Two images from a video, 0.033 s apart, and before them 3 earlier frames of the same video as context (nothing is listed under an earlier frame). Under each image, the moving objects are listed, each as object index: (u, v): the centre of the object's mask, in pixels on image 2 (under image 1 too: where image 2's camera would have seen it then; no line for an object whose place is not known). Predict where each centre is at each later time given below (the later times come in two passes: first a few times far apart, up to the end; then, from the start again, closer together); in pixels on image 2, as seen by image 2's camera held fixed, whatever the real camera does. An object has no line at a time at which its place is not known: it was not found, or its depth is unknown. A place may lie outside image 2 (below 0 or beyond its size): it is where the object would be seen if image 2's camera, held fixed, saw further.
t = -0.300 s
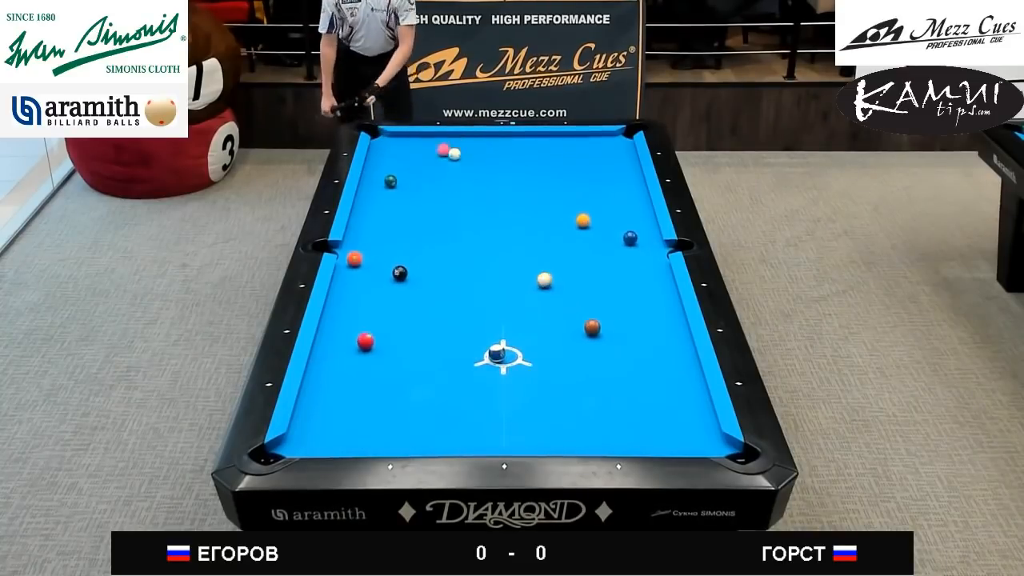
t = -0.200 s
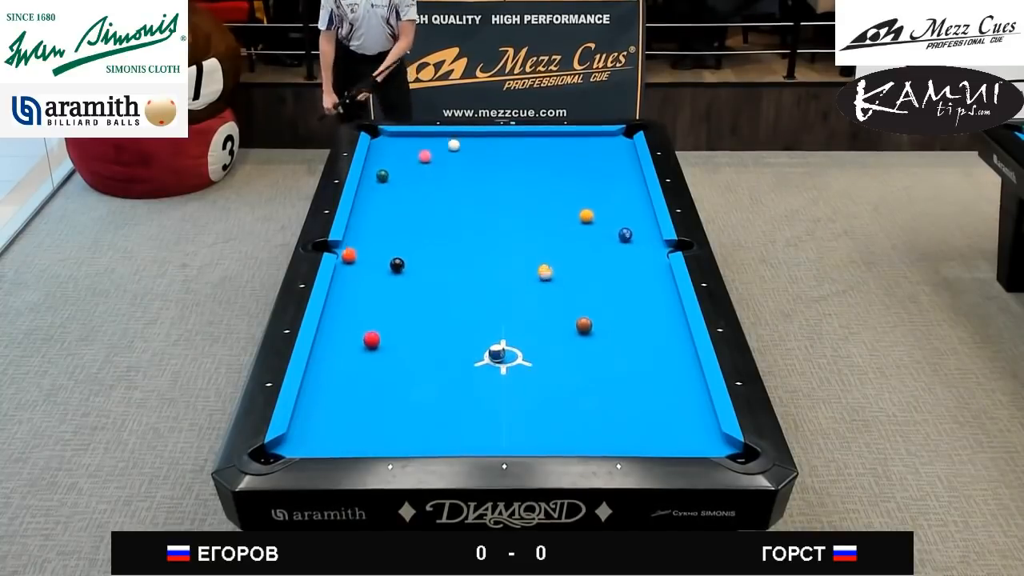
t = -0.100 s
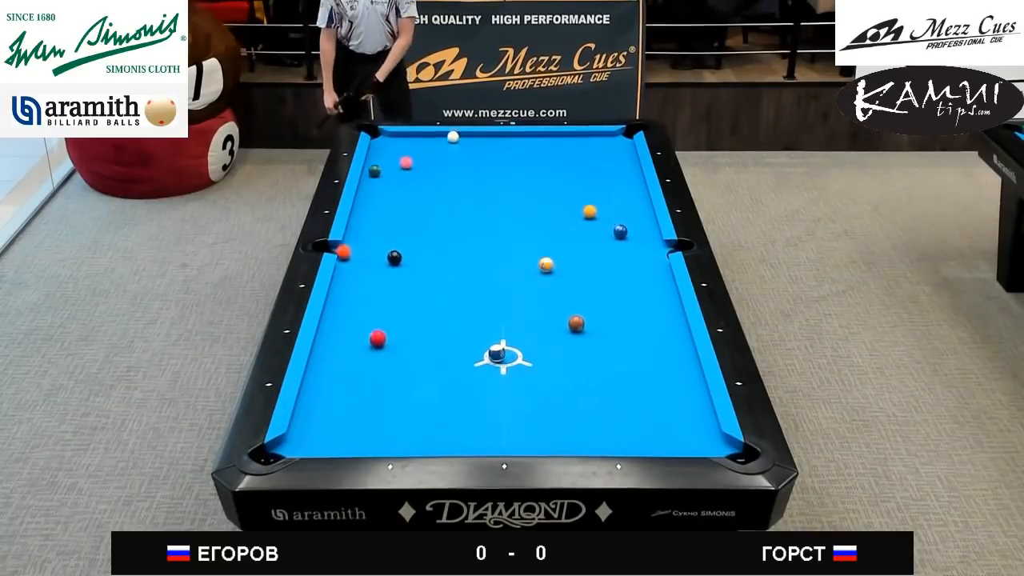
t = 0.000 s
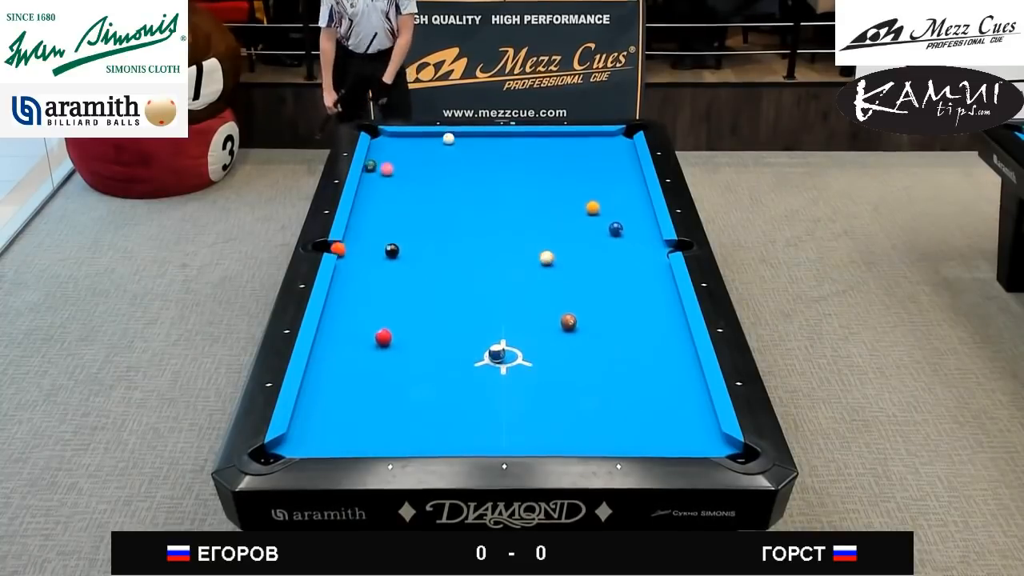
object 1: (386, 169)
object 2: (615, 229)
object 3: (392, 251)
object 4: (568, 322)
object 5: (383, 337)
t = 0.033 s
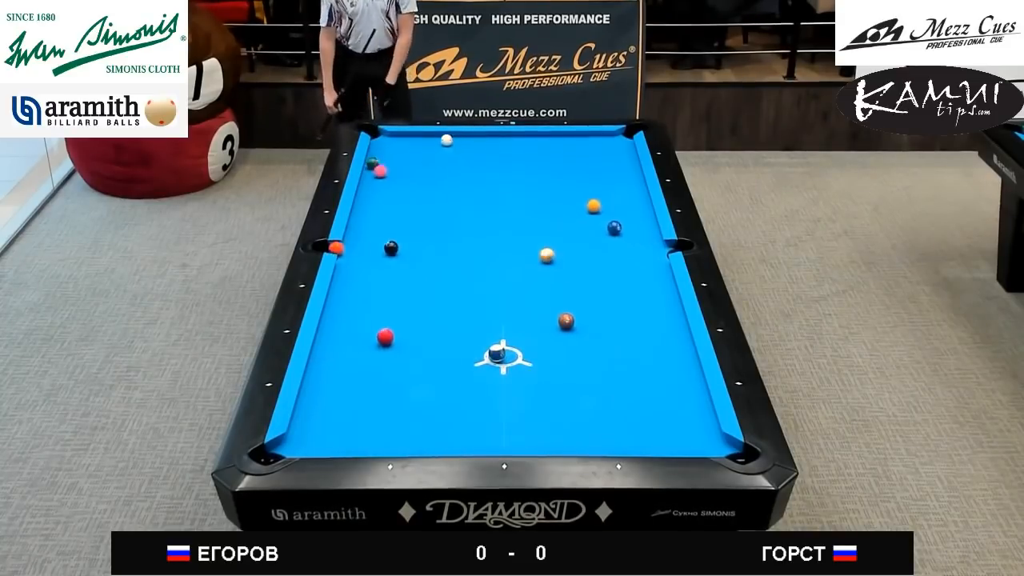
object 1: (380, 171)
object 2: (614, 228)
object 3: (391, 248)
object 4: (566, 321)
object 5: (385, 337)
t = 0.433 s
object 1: (396, 198)
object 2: (597, 217)
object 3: (381, 222)
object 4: (538, 315)
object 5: (405, 332)
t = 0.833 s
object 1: (433, 228)
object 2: (583, 208)
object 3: (373, 200)
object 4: (514, 309)
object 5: (422, 329)
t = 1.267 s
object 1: (475, 263)
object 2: (570, 200)
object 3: (365, 180)
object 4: (491, 305)
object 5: (436, 326)
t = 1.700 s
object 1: (521, 300)
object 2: (559, 194)
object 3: (376, 164)
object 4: (472, 301)
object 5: (445, 324)
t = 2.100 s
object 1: (567, 337)
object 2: (551, 189)
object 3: (385, 152)
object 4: (458, 298)
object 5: (451, 323)
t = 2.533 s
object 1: (621, 381)
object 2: (544, 184)
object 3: (393, 140)
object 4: (445, 296)
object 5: (453, 323)
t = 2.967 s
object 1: (680, 428)
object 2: (539, 180)
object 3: (397, 138)
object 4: (437, 295)
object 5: (452, 323)
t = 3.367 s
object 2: (536, 179)
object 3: (400, 142)
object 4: (432, 294)
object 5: (452, 323)
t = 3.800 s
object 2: (534, 178)
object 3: (403, 146)
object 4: (431, 294)
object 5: (453, 323)
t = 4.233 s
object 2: (534, 178)
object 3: (404, 149)
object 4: (431, 294)
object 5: (452, 323)
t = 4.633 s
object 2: (534, 178)
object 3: (406, 151)
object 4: (431, 294)
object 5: (452, 323)
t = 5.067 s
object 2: (534, 178)
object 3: (406, 152)
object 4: (431, 293)
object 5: (452, 323)
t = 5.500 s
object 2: (534, 178)
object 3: (406, 152)
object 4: (431, 294)
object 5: (452, 323)
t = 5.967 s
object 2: (534, 178)
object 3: (406, 152)
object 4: (431, 293)
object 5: (452, 323)
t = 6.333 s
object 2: (534, 178)
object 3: (406, 152)
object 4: (431, 293)
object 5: (452, 323)
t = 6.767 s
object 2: (534, 178)
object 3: (406, 152)
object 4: (431, 293)
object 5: (452, 323)
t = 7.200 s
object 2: (534, 178)
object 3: (406, 152)
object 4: (431, 294)
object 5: (452, 323)
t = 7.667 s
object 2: (534, 178)
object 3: (406, 151)
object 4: (431, 293)
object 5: (452, 323)
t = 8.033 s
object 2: (534, 178)
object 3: (406, 151)
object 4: (431, 294)
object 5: (452, 323)
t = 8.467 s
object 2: (534, 178)
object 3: (406, 151)
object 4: (431, 293)
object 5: (452, 323)
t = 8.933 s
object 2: (534, 178)
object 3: (406, 151)
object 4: (431, 293)
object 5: (452, 323)
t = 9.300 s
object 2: (534, 178)
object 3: (406, 151)
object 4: (431, 293)
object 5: (452, 323)
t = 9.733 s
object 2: (534, 178)
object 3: (406, 151)
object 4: (431, 293)
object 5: (452, 323)
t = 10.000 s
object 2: (534, 178)
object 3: (406, 152)
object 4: (431, 293)
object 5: (452, 323)
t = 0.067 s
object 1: (373, 173)
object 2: (612, 227)
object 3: (390, 246)
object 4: (563, 321)
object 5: (387, 336)
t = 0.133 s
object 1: (368, 178)
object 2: (609, 225)
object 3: (388, 241)
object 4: (558, 319)
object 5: (390, 336)
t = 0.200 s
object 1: (375, 182)
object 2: (607, 223)
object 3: (387, 237)
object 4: (554, 319)
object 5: (394, 335)
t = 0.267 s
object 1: (381, 187)
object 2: (604, 221)
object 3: (385, 233)
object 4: (549, 318)
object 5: (397, 334)
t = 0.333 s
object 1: (387, 191)
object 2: (601, 220)
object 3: (384, 229)
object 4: (545, 316)
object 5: (401, 333)
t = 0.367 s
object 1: (390, 193)
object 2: (600, 219)
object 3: (383, 226)
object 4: (542, 316)
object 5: (402, 333)
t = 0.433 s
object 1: (396, 198)
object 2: (597, 217)
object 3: (381, 222)
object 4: (538, 315)
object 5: (405, 332)
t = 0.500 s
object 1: (402, 203)
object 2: (595, 216)
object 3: (380, 218)
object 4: (534, 314)
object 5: (408, 332)
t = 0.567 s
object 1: (408, 208)
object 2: (592, 214)
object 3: (378, 215)
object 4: (530, 313)
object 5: (411, 331)
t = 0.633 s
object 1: (414, 213)
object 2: (590, 213)
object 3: (377, 211)
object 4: (525, 312)
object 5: (414, 331)
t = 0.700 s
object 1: (420, 218)
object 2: (588, 211)
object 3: (375, 207)
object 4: (522, 311)
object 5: (416, 330)
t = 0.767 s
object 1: (426, 223)
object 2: (585, 210)
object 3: (374, 203)
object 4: (518, 310)
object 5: (419, 329)
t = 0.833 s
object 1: (433, 228)
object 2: (583, 208)
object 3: (373, 200)
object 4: (514, 309)
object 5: (422, 329)
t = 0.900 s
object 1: (439, 233)
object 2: (581, 207)
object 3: (371, 197)
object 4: (510, 309)
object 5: (424, 329)
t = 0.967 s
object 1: (446, 238)
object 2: (579, 206)
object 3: (370, 194)
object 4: (507, 308)
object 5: (426, 328)
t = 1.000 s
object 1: (449, 241)
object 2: (578, 205)
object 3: (370, 192)
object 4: (505, 307)
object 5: (428, 328)
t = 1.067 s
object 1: (455, 246)
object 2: (575, 204)
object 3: (368, 189)
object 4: (501, 307)
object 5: (430, 328)
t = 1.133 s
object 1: (462, 252)
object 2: (573, 202)
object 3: (367, 186)
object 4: (498, 306)
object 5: (432, 327)
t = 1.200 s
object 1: (469, 257)
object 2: (571, 201)
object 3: (366, 182)
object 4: (495, 305)
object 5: (434, 327)
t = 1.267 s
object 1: (475, 263)
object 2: (570, 200)
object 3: (365, 180)
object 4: (491, 305)
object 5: (436, 326)
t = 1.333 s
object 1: (483, 268)
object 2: (568, 199)
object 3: (367, 177)
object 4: (488, 304)
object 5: (437, 326)
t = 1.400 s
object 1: (490, 273)
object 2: (566, 198)
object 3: (368, 174)
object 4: (485, 303)
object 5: (439, 326)
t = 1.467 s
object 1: (497, 279)
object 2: (564, 197)
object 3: (370, 172)
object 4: (482, 303)
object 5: (440, 325)
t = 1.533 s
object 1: (504, 285)
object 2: (563, 196)
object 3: (372, 170)
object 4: (479, 302)
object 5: (442, 325)
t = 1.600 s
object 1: (510, 291)
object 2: (561, 195)
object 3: (374, 167)
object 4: (476, 302)
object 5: (443, 325)
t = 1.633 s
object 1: (514, 294)
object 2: (560, 194)
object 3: (375, 166)
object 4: (475, 301)
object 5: (444, 324)
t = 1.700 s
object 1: (521, 300)
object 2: (559, 194)
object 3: (376, 164)
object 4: (472, 301)
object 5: (445, 324)
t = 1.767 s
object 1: (529, 306)
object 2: (557, 193)
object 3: (377, 162)
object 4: (470, 301)
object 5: (446, 324)
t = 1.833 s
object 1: (536, 312)
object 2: (556, 192)
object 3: (379, 160)
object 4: (467, 300)
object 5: (448, 324)
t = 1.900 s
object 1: (544, 318)
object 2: (554, 191)
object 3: (380, 158)
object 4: (465, 300)
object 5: (448, 323)
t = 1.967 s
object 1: (551, 324)
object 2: (553, 190)
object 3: (382, 155)
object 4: (462, 299)
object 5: (449, 323)
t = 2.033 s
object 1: (559, 331)
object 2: (552, 189)
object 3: (383, 154)
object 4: (460, 299)
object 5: (450, 323)
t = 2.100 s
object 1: (567, 337)
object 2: (551, 189)
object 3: (385, 152)
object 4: (458, 298)
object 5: (451, 323)
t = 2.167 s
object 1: (575, 343)
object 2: (550, 188)
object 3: (386, 150)
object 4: (456, 298)
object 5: (451, 323)
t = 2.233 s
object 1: (583, 350)
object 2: (548, 187)
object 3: (387, 148)
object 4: (454, 297)
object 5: (452, 323)
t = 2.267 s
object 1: (588, 353)
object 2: (548, 187)
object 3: (388, 147)
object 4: (453, 297)
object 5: (452, 323)
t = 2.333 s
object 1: (596, 360)
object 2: (547, 186)
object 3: (389, 145)
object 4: (451, 297)
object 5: (452, 323)
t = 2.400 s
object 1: (604, 366)
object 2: (546, 185)
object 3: (391, 144)
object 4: (449, 296)
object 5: (453, 323)
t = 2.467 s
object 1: (613, 373)
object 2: (545, 185)
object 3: (392, 141)
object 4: (447, 296)
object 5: (453, 323)
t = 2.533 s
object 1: (621, 381)
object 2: (544, 184)
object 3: (393, 140)
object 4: (445, 296)
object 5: (453, 323)
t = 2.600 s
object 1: (630, 388)
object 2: (543, 183)
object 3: (395, 139)
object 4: (444, 296)
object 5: (453, 322)
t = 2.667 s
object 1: (639, 395)
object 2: (542, 183)
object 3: (395, 137)
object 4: (443, 296)
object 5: (453, 322)
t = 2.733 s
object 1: (648, 402)
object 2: (542, 183)
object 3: (396, 136)
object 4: (441, 295)
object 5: (452, 323)
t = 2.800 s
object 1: (657, 409)
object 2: (542, 182)
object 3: (397, 136)
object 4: (440, 295)
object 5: (452, 323)
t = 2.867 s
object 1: (666, 417)
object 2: (541, 180)
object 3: (397, 136)
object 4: (439, 295)
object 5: (452, 323)
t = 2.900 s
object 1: (671, 420)
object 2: (540, 179)
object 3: (397, 137)
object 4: (438, 295)
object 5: (452, 323)
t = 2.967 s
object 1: (680, 428)
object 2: (539, 180)
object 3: (397, 138)
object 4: (437, 295)
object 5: (452, 323)
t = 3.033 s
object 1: (690, 435)
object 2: (538, 180)
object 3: (398, 139)
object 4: (436, 295)
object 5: (452, 323)
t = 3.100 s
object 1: (699, 440)
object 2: (538, 180)
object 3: (399, 139)
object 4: (435, 294)
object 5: (452, 323)
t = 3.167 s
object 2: (537, 180)
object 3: (399, 140)
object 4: (434, 294)
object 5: (452, 323)
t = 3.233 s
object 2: (537, 179)
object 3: (399, 141)
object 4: (433, 294)
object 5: (452, 323)
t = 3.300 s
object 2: (536, 179)
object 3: (400, 142)
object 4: (433, 294)
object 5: (452, 323)
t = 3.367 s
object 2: (536, 179)
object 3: (400, 142)
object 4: (432, 294)
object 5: (452, 323)
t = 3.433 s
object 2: (536, 179)
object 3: (401, 142)
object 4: (432, 294)
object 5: (452, 323)
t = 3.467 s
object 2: (536, 179)
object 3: (401, 143)
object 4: (432, 294)
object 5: (452, 323)
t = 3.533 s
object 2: (535, 178)
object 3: (401, 144)
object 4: (431, 294)
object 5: (452, 323)
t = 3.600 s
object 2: (535, 178)
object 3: (402, 144)
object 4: (431, 294)
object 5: (452, 323)
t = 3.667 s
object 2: (535, 178)
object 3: (402, 145)
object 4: (431, 294)
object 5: (452, 323)
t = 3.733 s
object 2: (535, 178)
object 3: (402, 146)
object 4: (431, 294)
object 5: (452, 323)
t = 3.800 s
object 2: (534, 178)
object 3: (403, 146)
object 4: (431, 294)
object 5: (453, 323)
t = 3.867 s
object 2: (534, 178)
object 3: (403, 147)
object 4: (431, 294)
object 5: (452, 323)
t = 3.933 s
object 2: (534, 178)
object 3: (403, 147)
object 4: (431, 294)
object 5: (452, 323)
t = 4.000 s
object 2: (534, 178)
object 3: (403, 148)
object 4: (431, 294)
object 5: (452, 323)
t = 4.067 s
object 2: (534, 178)
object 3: (404, 148)
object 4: (431, 294)
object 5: (452, 323)
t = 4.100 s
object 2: (534, 178)
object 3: (404, 148)
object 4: (431, 294)
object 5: (452, 323)
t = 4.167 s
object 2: (534, 178)
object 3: (404, 149)
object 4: (431, 294)
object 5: (452, 323)
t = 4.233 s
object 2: (534, 178)
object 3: (404, 149)
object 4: (431, 294)
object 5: (452, 323)
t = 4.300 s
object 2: (534, 178)
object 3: (405, 149)
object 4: (431, 294)
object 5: (452, 323)
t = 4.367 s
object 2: (534, 178)
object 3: (405, 150)
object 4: (431, 294)
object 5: (452, 323)
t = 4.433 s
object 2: (534, 178)
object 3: (405, 150)
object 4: (431, 294)
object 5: (452, 323)
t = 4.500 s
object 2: (534, 178)
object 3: (405, 150)
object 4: (431, 294)
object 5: (452, 323)
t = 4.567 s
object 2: (534, 178)
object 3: (405, 151)
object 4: (431, 294)
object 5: (452, 323)
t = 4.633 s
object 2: (534, 178)
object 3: (406, 151)
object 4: (431, 294)
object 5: (452, 323)
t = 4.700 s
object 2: (534, 178)
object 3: (406, 151)
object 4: (431, 294)
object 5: (452, 323)
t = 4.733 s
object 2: (534, 178)
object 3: (406, 151)
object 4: (431, 294)
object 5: (452, 323)
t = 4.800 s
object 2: (534, 178)
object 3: (406, 151)
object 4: (431, 294)
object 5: (452, 323)
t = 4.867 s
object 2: (534, 178)
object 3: (406, 152)
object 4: (431, 294)
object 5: (452, 323)
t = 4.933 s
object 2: (534, 178)
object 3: (406, 152)
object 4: (431, 294)
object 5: (452, 323)
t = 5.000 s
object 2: (534, 178)
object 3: (406, 152)
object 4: (431, 293)
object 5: (452, 323)
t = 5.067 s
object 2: (534, 178)
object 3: (406, 152)
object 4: (431, 293)
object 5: (452, 323)
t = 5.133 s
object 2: (534, 178)
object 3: (406, 152)
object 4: (431, 294)
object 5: (452, 323)
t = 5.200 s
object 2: (534, 178)
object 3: (406, 152)
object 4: (431, 294)
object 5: (452, 323)
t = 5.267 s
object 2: (534, 178)
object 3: (406, 152)
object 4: (431, 293)
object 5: (452, 323)
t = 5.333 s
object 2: (534, 178)
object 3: (406, 152)
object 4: (431, 293)
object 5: (452, 323)
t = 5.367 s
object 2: (534, 178)
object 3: (406, 152)
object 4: (431, 293)
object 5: (452, 323)
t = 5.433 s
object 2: (534, 178)
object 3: (406, 152)
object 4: (431, 294)
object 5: (452, 323)
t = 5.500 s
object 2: (534, 178)
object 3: (406, 152)
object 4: (431, 294)
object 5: (452, 323)
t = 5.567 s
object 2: (534, 178)
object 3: (406, 152)
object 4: (431, 293)
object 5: (452, 323)
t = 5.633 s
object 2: (534, 178)
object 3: (406, 152)
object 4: (431, 293)
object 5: (452, 323)
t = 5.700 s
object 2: (534, 178)
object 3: (406, 152)
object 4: (431, 294)
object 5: (452, 323)
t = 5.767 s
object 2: (534, 178)
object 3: (406, 152)
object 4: (431, 294)
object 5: (452, 323)
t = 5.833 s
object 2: (534, 178)
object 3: (406, 152)
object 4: (431, 294)
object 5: (452, 323)
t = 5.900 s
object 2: (534, 178)
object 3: (406, 152)
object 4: (431, 294)
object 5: (452, 323)
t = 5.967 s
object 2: (534, 178)
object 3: (406, 152)
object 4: (431, 293)
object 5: (452, 323)
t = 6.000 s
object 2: (534, 178)
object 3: (406, 152)
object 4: (431, 293)
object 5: (452, 323)
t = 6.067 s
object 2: (534, 178)
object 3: (406, 152)
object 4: (431, 294)
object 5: (452, 323)
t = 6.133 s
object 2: (534, 178)
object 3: (406, 152)
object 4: (431, 294)
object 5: (452, 323)
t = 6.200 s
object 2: (534, 178)
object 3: (406, 152)
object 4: (431, 293)
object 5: (452, 323)
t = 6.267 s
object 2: (534, 178)
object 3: (406, 152)
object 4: (431, 293)
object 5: (452, 323)
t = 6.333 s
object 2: (534, 178)
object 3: (406, 152)
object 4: (431, 293)
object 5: (452, 323)
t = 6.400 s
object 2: (534, 178)
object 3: (406, 152)
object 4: (431, 293)
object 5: (452, 323)
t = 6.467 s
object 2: (534, 178)
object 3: (406, 152)
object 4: (431, 293)
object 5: (452, 323)
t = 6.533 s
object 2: (534, 178)
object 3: (406, 152)
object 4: (431, 293)
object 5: (452, 323)
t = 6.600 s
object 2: (534, 178)
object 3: (406, 152)
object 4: (431, 293)
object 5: (452, 323)
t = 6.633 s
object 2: (534, 178)
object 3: (406, 152)
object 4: (431, 293)
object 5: (452, 323)
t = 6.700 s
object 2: (534, 178)
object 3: (406, 152)
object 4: (431, 293)
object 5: (452, 323)
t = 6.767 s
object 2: (534, 178)
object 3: (406, 152)
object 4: (431, 293)
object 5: (452, 323)
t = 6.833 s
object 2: (534, 178)
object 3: (406, 152)
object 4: (431, 293)
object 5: (452, 323)
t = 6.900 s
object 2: (534, 178)
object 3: (406, 152)
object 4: (431, 294)
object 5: (452, 323)
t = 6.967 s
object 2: (534, 178)
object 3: (406, 152)
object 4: (431, 293)
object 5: (452, 323)
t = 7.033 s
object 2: (534, 178)
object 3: (406, 152)
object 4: (431, 294)
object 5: (452, 323)
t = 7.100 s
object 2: (534, 178)
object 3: (406, 152)
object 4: (431, 293)
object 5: (452, 323)
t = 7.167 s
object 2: (534, 178)
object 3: (406, 152)
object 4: (431, 294)
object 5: (452, 323)
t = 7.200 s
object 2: (534, 178)
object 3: (406, 152)
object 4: (431, 294)
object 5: (452, 323)
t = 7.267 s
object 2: (534, 178)
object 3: (406, 152)
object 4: (431, 294)
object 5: (452, 323)
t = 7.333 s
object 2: (534, 178)
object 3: (406, 152)
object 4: (431, 293)
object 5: (452, 323)
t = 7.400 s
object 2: (534, 178)
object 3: (406, 151)
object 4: (431, 293)
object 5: (452, 323)
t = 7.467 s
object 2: (534, 178)
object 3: (406, 152)
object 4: (431, 293)
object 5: (452, 323)
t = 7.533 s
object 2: (534, 178)
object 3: (406, 151)
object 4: (431, 293)
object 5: (452, 323)
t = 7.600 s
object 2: (534, 178)
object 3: (406, 151)
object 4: (431, 294)
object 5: (452, 323)
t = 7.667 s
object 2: (534, 178)
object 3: (406, 151)
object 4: (431, 293)
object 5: (452, 323)
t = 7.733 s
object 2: (534, 178)
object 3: (406, 151)
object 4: (431, 294)
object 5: (452, 323)
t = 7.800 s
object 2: (534, 178)
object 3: (406, 152)
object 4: (431, 294)
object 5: (452, 323)
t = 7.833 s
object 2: (534, 178)
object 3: (406, 151)
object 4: (431, 294)
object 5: (452, 323)
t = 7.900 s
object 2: (534, 178)
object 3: (406, 151)
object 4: (431, 294)
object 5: (452, 323)
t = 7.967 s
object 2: (534, 178)
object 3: (406, 151)
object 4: (431, 294)
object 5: (452, 323)
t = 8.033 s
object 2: (534, 178)
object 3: (406, 151)
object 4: (431, 294)
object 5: (452, 323)
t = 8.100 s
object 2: (534, 178)
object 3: (406, 151)
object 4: (431, 293)
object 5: (452, 323)
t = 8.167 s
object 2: (534, 178)
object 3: (406, 151)
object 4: (431, 293)
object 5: (452, 323)
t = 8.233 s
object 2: (534, 178)
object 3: (406, 151)
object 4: (431, 293)
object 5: (452, 323)
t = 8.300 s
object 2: (534, 178)
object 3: (406, 151)
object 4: (431, 293)
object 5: (452, 323)
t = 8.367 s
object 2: (534, 178)
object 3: (406, 151)
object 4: (431, 293)
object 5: (452, 323)
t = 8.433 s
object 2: (534, 178)
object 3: (406, 151)
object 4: (431, 293)
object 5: (452, 323)
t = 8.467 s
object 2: (534, 178)
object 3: (406, 151)
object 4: (431, 293)
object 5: (452, 323)
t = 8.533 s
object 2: (534, 178)
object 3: (406, 152)
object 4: (431, 294)
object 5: (452, 323)
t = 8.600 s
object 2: (534, 178)
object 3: (406, 151)
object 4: (431, 293)
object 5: (452, 323)
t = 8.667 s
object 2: (534, 178)
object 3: (406, 151)
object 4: (431, 293)
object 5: (452, 323)
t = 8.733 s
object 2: (534, 178)
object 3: (406, 151)
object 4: (431, 293)
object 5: (452, 323)
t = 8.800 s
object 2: (534, 178)
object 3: (406, 151)
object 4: (431, 293)
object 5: (452, 323)
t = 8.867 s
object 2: (534, 178)
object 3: (406, 151)
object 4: (431, 293)
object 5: (452, 323)
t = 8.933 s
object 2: (534, 178)
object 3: (406, 151)
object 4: (431, 293)
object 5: (452, 323)
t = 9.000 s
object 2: (534, 178)
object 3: (406, 151)
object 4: (431, 294)
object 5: (452, 323)
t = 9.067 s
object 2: (534, 178)
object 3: (406, 151)
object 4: (431, 294)
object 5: (452, 323)
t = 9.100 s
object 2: (534, 178)
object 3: (406, 151)
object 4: (431, 294)
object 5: (452, 323)
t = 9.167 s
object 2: (534, 178)
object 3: (406, 151)
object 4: (431, 293)
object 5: (452, 323)
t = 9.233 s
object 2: (534, 178)
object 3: (406, 151)
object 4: (431, 293)
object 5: (452, 323)
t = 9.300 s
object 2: (534, 178)
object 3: (406, 151)
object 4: (431, 293)
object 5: (452, 323)
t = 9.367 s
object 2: (534, 178)
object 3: (406, 151)
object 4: (431, 293)
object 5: (452, 323)
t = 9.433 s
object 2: (534, 178)
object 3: (406, 151)
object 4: (431, 293)
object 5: (452, 323)
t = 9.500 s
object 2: (534, 178)
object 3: (406, 151)
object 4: (431, 293)
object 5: (452, 323)
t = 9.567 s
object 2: (534, 178)
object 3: (406, 151)
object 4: (431, 293)
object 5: (452, 323)
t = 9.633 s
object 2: (534, 178)
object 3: (406, 151)
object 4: (431, 293)
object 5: (452, 323)
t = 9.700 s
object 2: (534, 178)
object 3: (406, 151)
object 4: (431, 293)
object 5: (452, 323)
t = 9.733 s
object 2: (534, 178)
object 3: (406, 151)
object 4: (431, 293)
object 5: (452, 323)
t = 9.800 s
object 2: (534, 178)
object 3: (406, 151)
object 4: (431, 293)
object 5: (452, 323)
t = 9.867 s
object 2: (534, 178)
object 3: (406, 152)
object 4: (431, 293)
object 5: (452, 323)
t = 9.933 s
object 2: (534, 178)
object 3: (406, 152)
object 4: (431, 293)
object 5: (452, 323)
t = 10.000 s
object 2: (534, 178)
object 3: (406, 152)
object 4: (431, 293)
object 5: (452, 323)
